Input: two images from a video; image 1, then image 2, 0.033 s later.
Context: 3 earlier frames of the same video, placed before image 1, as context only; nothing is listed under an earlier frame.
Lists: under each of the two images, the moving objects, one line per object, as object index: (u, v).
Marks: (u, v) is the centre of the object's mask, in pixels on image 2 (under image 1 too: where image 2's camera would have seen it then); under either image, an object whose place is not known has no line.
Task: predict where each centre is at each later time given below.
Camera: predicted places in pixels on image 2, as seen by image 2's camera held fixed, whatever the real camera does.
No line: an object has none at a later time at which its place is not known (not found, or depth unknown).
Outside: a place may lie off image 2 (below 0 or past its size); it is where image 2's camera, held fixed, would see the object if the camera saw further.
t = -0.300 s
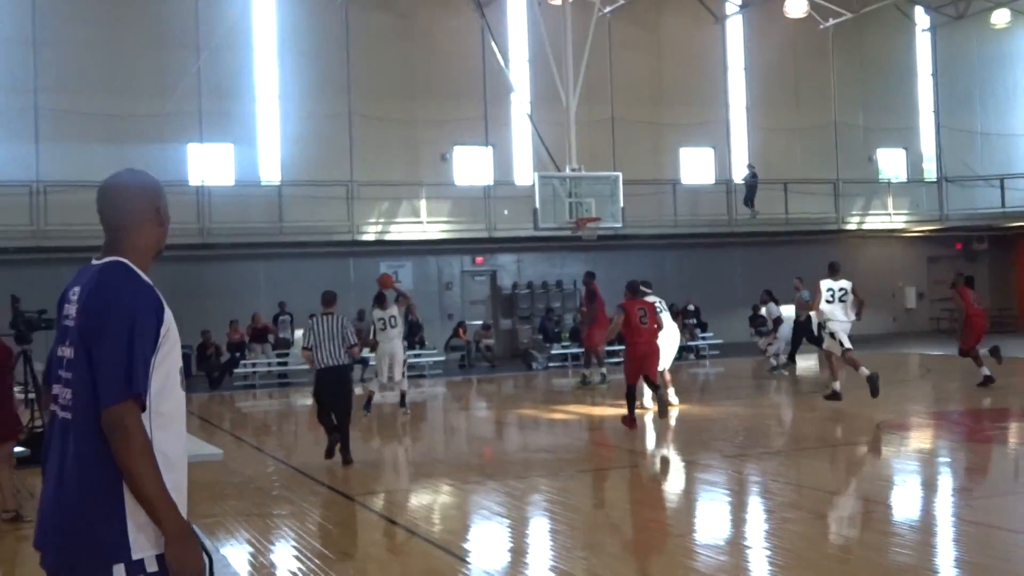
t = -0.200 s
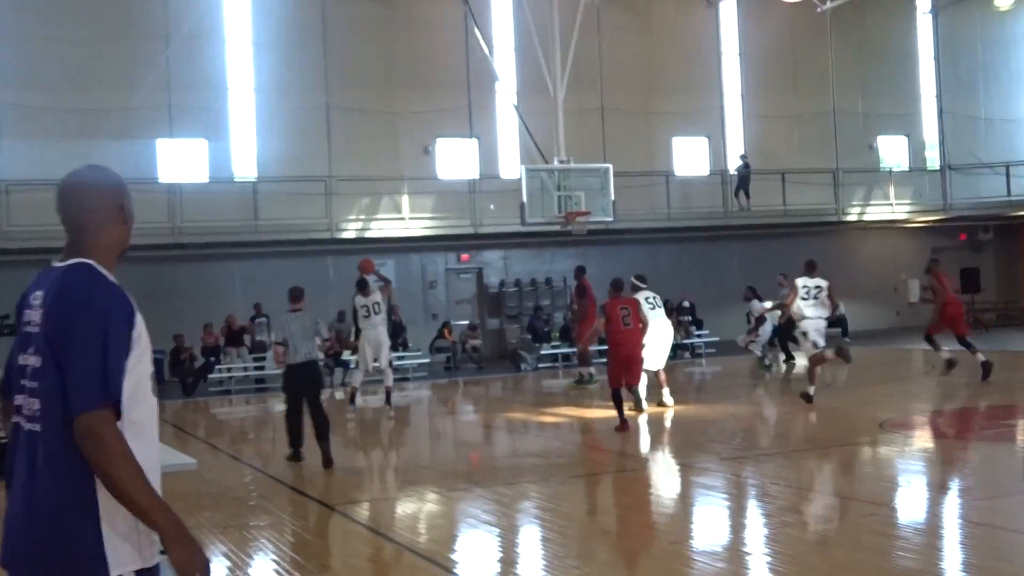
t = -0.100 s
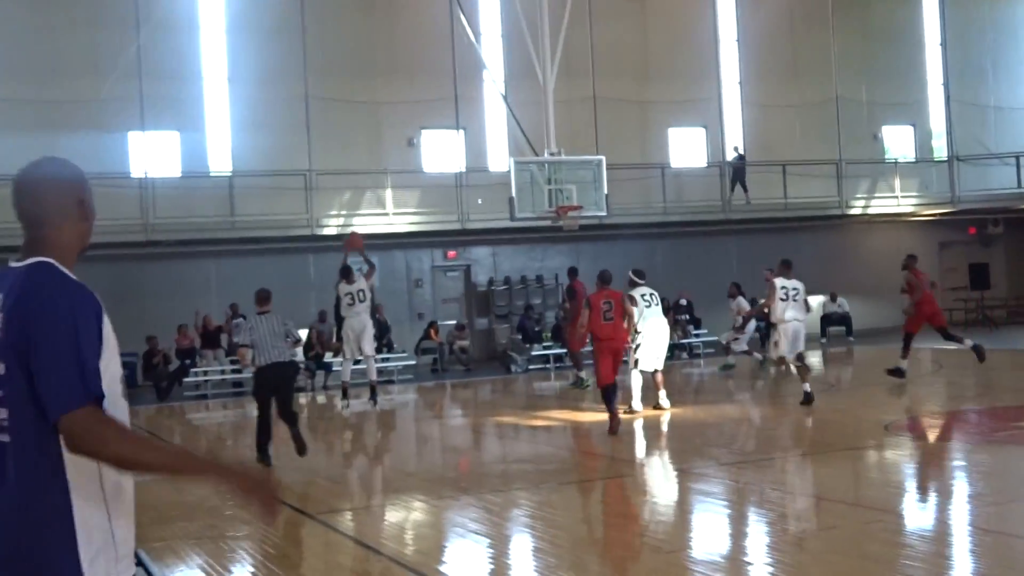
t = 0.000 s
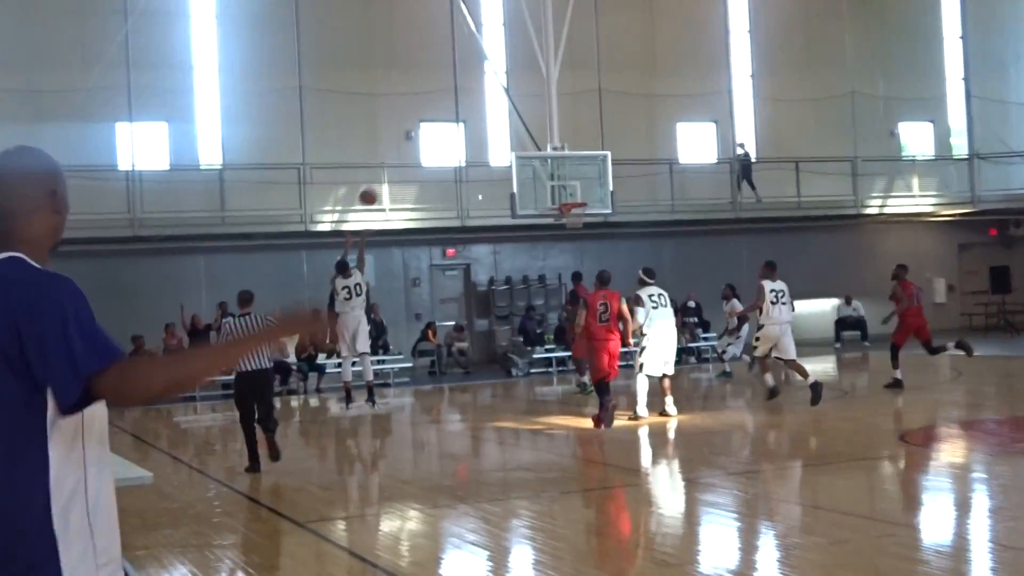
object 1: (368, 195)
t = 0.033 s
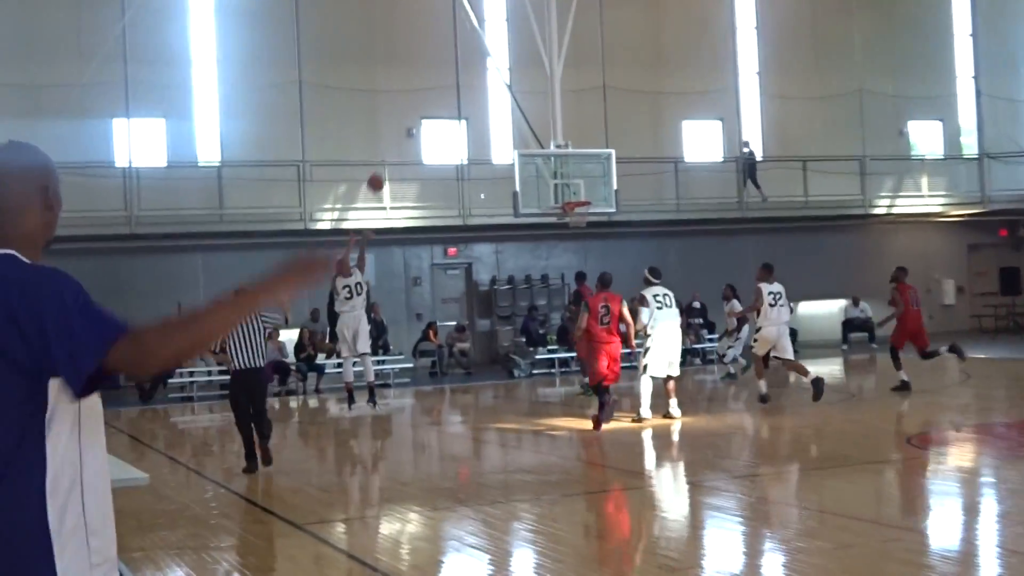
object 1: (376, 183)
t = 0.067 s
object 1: (385, 174)
